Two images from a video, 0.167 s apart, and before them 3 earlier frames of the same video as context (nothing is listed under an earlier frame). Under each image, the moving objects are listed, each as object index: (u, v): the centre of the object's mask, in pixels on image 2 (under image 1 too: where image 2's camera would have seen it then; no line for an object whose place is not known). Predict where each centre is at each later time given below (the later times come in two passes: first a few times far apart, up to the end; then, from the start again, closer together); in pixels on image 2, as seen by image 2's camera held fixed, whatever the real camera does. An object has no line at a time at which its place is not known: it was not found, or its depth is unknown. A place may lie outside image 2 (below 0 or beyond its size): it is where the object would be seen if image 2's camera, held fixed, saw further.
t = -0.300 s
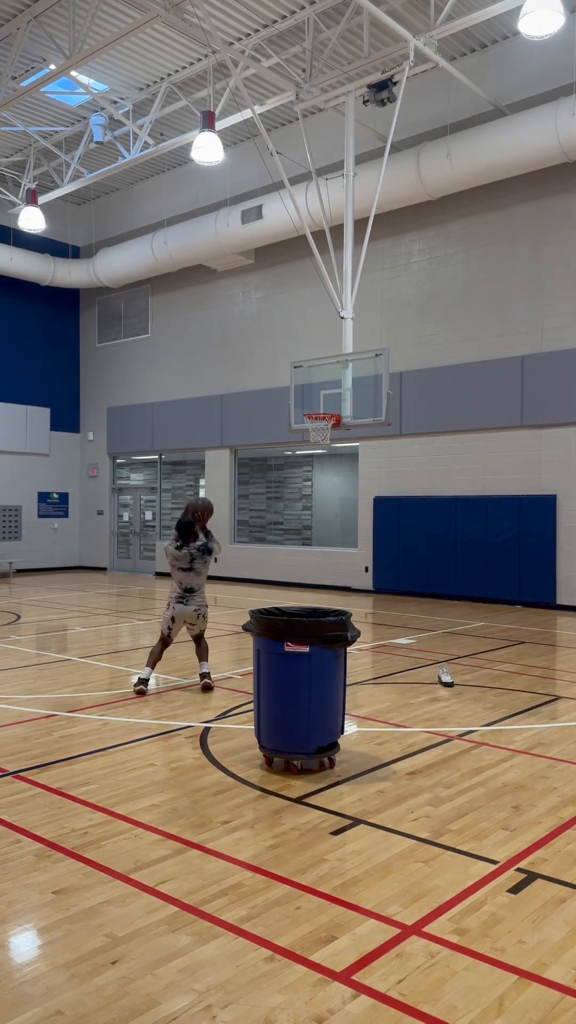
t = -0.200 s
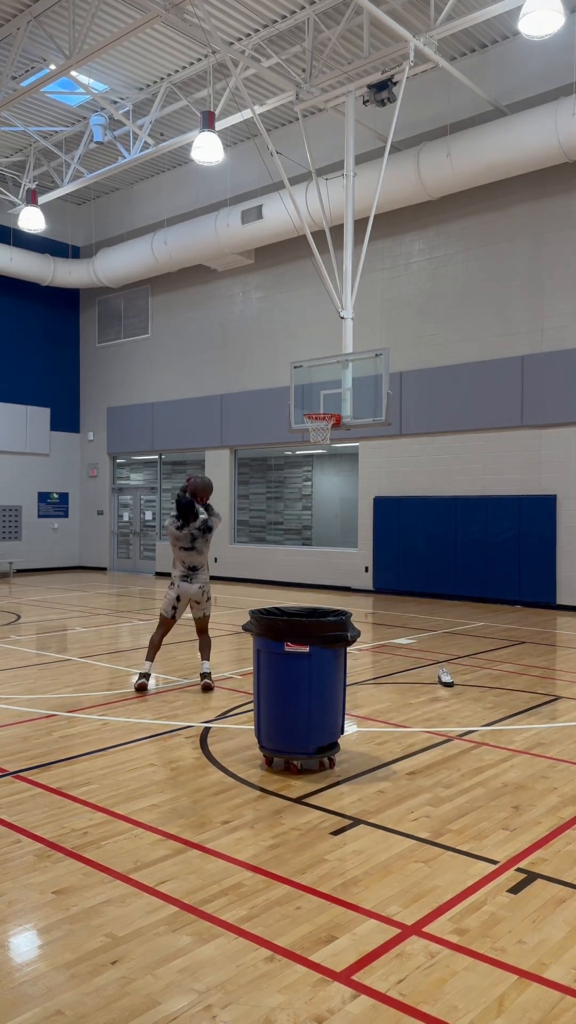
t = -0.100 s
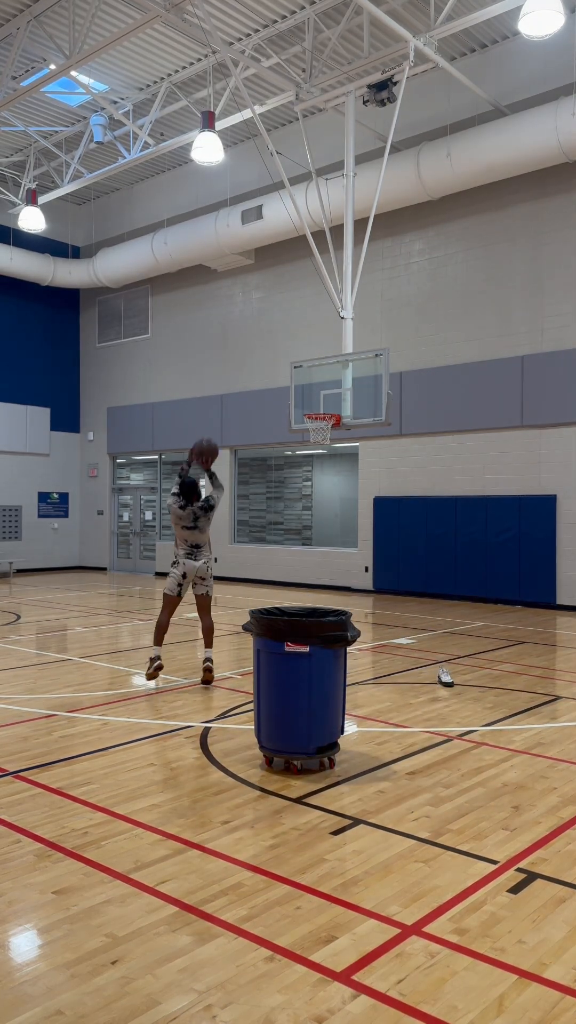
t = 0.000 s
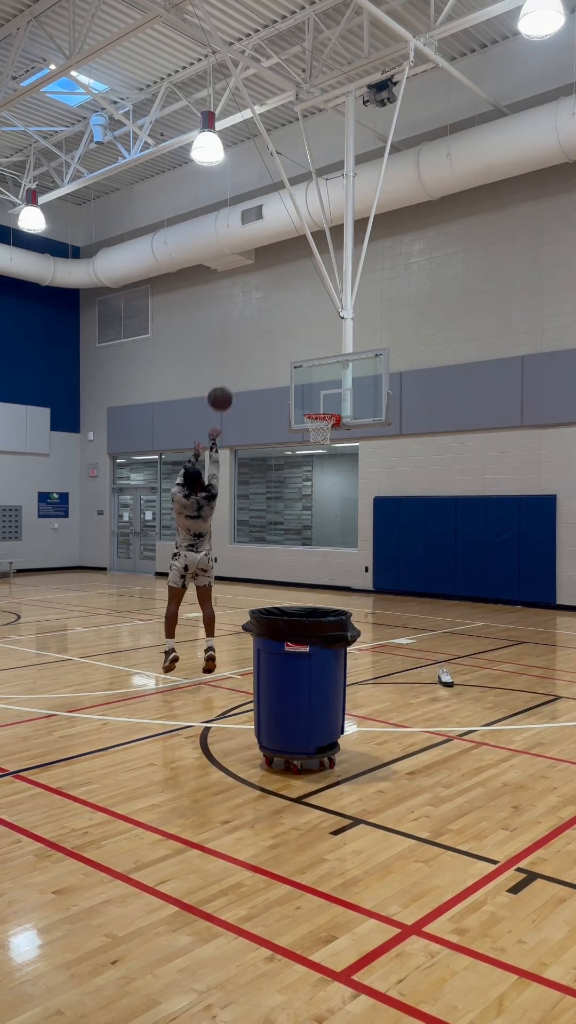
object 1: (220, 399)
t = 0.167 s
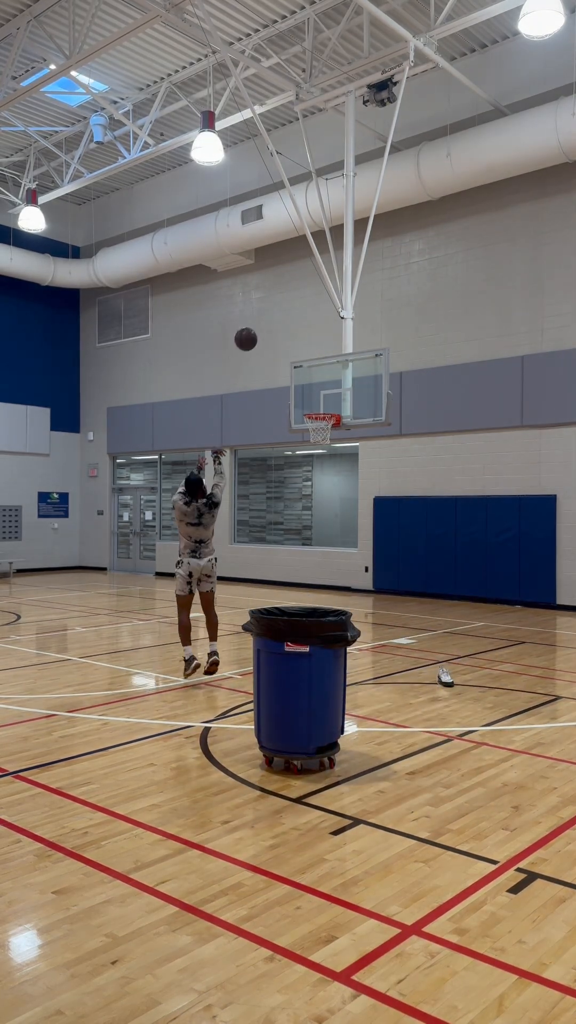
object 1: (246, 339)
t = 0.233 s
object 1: (255, 325)
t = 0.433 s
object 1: (278, 310)
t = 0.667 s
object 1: (300, 332)
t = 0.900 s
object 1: (317, 386)
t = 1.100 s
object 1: (318, 441)
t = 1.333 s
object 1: (300, 515)
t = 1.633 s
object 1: (276, 586)
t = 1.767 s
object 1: (264, 547)
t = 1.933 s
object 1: (249, 514)
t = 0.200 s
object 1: (250, 331)
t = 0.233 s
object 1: (255, 325)
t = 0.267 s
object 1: (259, 320)
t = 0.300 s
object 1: (263, 316)
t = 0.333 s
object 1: (267, 313)
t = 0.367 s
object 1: (271, 311)
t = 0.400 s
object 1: (275, 310)
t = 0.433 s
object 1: (278, 310)
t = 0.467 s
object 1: (282, 310)
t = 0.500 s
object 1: (285, 312)
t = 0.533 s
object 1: (288, 314)
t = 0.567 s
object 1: (291, 318)
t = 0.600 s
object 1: (295, 322)
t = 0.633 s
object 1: (297, 326)
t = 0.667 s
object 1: (300, 332)
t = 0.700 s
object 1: (303, 338)
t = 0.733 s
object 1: (305, 344)
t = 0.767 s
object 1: (308, 352)
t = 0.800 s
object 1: (310, 359)
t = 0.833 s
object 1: (313, 368)
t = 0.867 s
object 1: (315, 377)
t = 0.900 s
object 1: (317, 386)
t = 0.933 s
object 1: (320, 396)
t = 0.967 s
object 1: (322, 406)
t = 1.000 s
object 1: (324, 418)
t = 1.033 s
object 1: (321, 426)
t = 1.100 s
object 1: (318, 441)
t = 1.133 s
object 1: (315, 449)
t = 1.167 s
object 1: (313, 459)
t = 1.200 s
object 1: (310, 468)
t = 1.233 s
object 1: (307, 479)
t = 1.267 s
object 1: (305, 490)
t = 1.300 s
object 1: (302, 503)
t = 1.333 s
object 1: (300, 515)
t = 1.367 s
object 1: (297, 528)
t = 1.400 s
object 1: (294, 543)
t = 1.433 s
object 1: (292, 557)
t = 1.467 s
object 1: (289, 573)
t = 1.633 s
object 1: (276, 586)
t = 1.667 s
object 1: (273, 576)
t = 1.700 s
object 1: (270, 565)
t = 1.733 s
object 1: (267, 556)
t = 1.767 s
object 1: (264, 547)
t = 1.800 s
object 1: (261, 539)
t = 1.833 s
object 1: (258, 531)
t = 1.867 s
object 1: (255, 525)
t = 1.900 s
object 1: (252, 519)
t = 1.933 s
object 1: (249, 514)
